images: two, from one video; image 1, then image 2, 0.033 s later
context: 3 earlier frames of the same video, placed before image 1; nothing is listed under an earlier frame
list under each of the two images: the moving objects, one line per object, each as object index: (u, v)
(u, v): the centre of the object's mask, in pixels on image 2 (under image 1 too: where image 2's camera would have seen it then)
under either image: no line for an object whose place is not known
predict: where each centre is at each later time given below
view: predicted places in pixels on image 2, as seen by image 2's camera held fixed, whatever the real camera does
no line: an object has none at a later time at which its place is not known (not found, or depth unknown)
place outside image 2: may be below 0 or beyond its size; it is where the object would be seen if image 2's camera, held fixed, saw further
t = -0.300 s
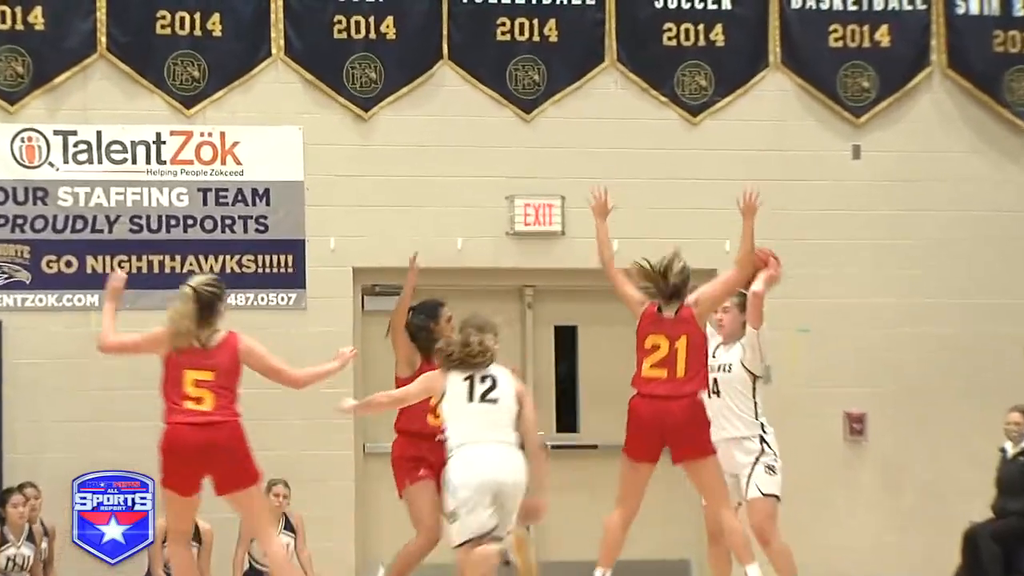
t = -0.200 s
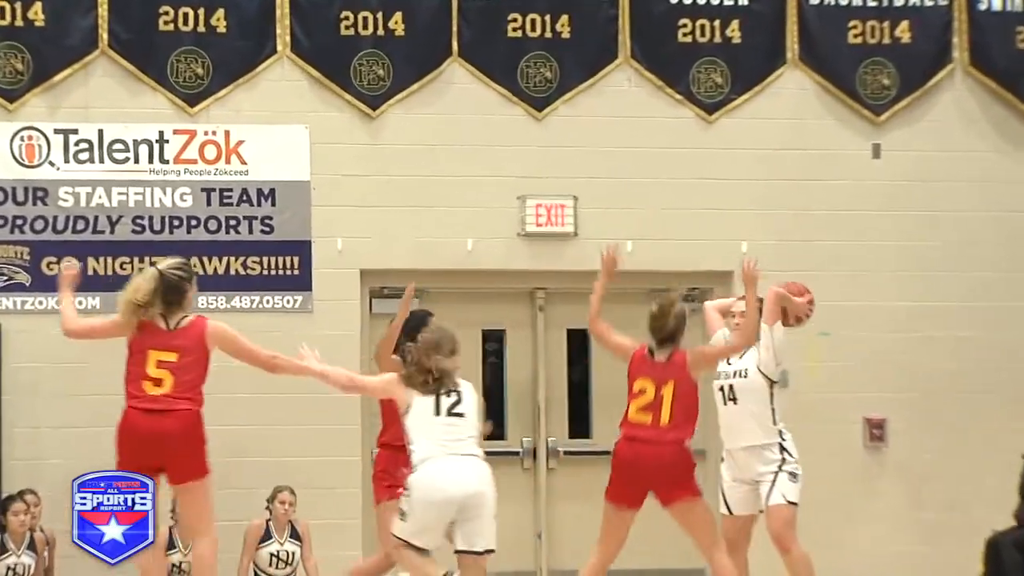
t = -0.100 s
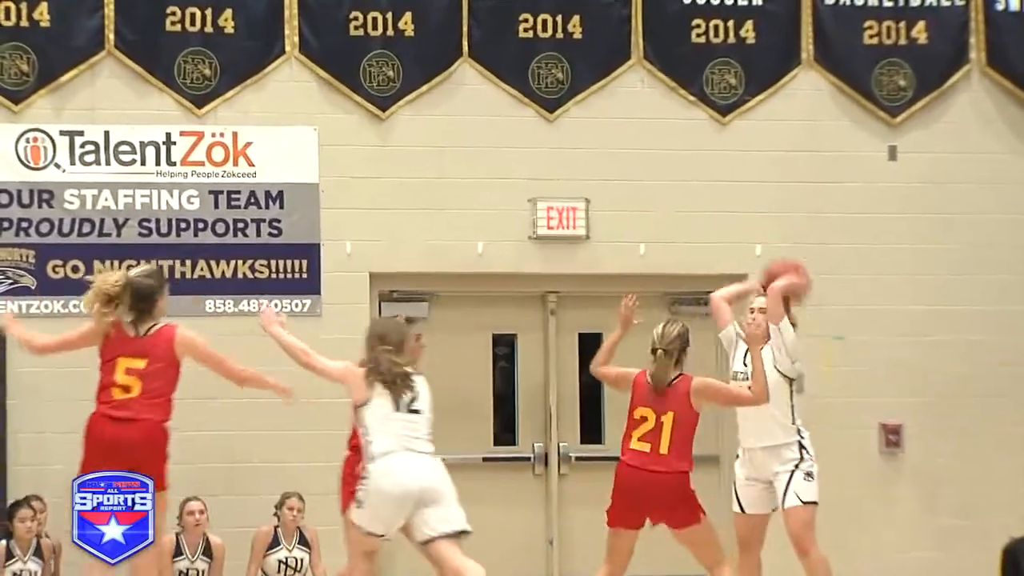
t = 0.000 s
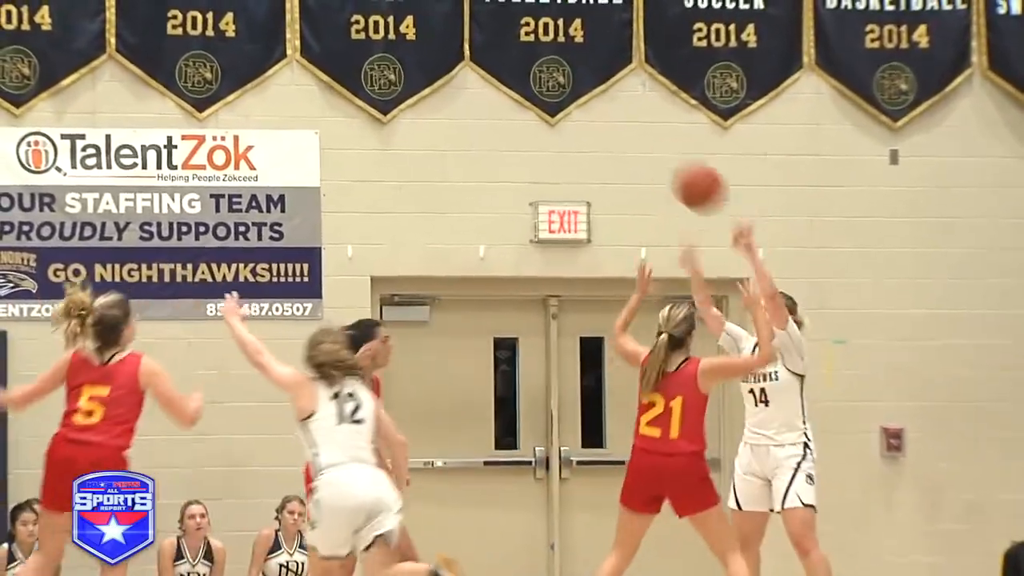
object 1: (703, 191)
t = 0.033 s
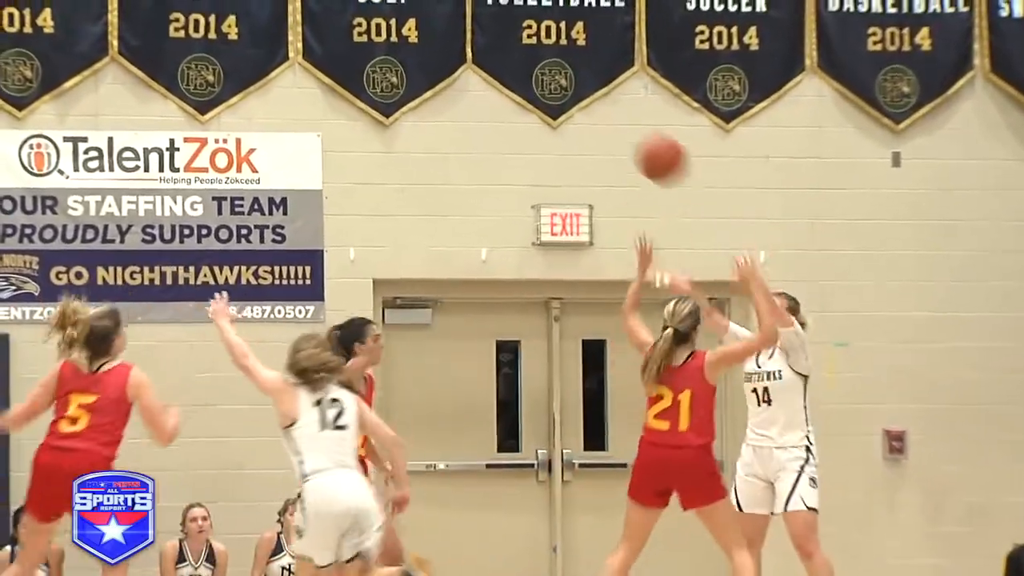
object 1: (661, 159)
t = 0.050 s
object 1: (640, 144)
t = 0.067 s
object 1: (620, 130)
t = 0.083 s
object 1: (600, 116)
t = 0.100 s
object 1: (578, 101)
